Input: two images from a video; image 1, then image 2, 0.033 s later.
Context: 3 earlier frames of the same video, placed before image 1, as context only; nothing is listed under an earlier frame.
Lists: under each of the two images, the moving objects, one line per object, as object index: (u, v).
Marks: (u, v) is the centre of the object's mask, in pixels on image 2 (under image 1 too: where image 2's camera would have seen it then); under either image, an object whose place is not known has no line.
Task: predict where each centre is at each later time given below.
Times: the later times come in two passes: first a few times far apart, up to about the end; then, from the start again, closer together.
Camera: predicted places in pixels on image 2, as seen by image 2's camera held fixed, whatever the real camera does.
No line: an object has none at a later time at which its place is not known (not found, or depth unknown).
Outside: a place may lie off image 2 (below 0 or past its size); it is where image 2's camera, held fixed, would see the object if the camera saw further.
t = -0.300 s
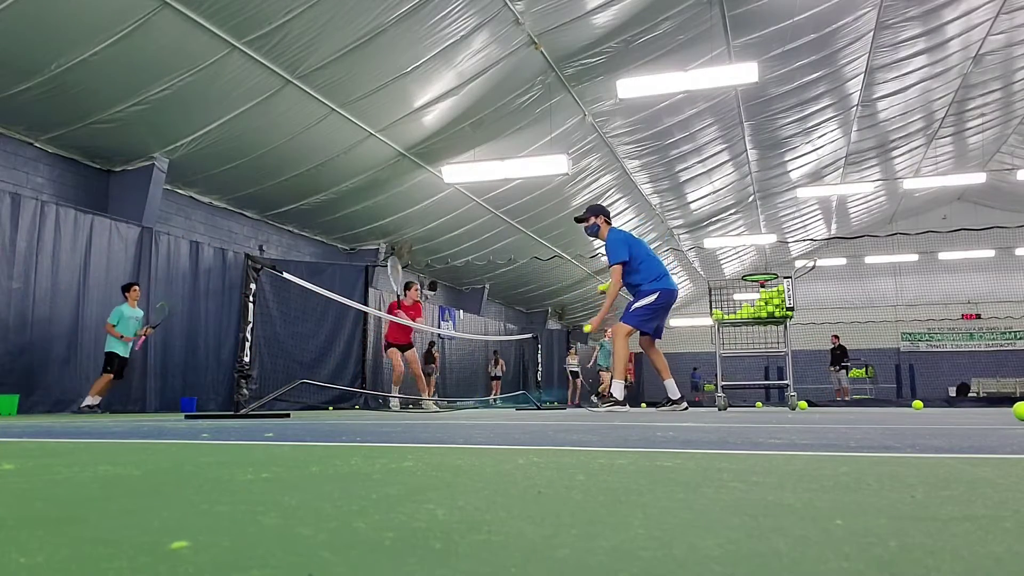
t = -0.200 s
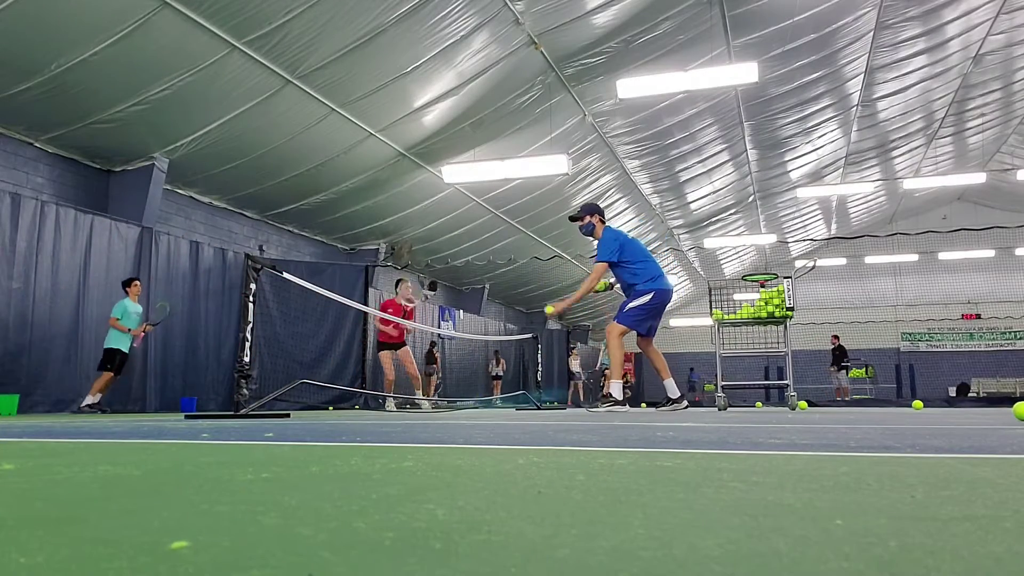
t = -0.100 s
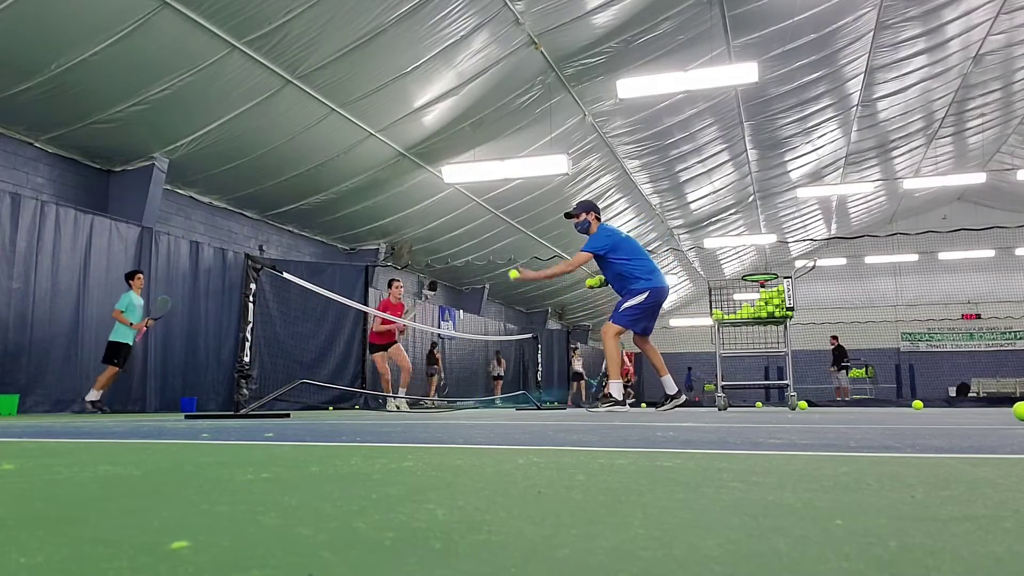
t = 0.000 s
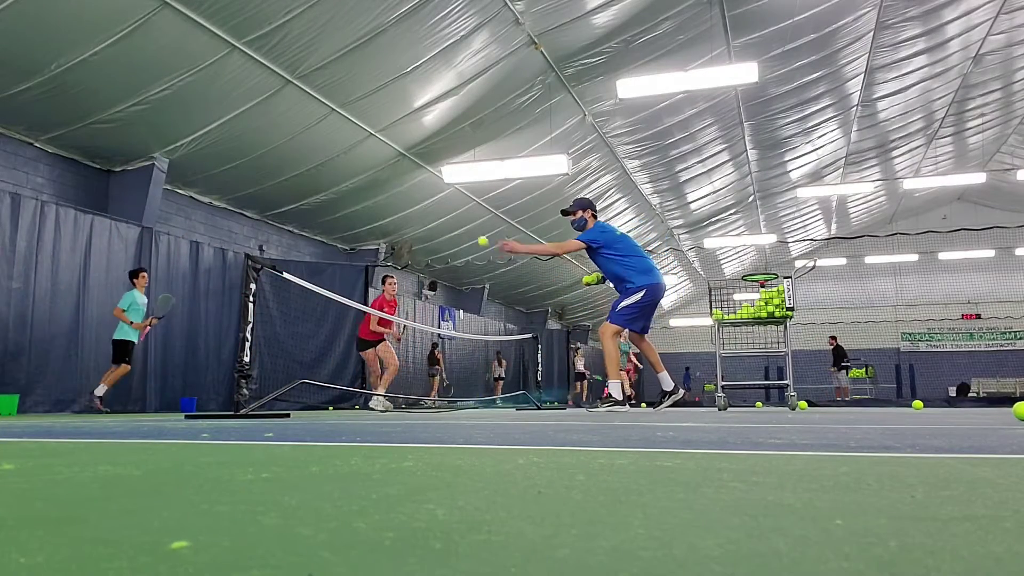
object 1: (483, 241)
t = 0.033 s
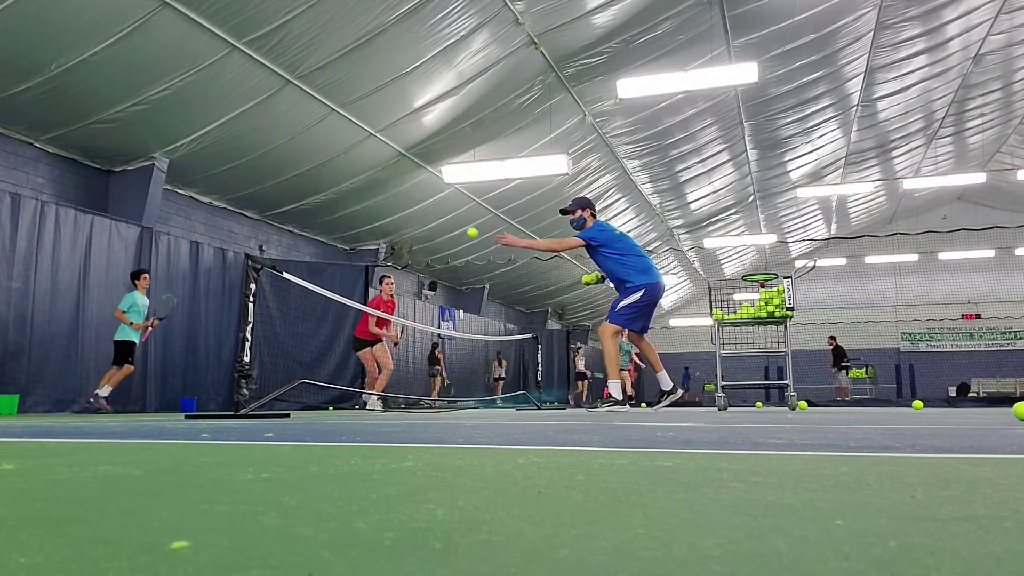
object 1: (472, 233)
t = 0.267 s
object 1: (395, 214)
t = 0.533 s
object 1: (298, 290)
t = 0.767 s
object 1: (210, 381)
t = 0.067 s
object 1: (462, 225)
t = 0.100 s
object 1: (450, 219)
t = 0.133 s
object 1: (440, 215)
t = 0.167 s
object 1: (429, 213)
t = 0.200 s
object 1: (417, 211)
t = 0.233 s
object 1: (407, 212)
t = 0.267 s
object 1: (395, 214)
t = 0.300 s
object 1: (384, 217)
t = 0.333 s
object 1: (373, 222)
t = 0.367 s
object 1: (360, 229)
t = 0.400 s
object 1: (349, 238)
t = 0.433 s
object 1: (336, 248)
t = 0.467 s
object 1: (324, 260)
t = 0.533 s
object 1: (298, 290)
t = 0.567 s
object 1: (285, 308)
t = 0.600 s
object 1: (272, 327)
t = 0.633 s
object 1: (258, 351)
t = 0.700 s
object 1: (229, 403)
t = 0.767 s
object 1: (210, 381)
